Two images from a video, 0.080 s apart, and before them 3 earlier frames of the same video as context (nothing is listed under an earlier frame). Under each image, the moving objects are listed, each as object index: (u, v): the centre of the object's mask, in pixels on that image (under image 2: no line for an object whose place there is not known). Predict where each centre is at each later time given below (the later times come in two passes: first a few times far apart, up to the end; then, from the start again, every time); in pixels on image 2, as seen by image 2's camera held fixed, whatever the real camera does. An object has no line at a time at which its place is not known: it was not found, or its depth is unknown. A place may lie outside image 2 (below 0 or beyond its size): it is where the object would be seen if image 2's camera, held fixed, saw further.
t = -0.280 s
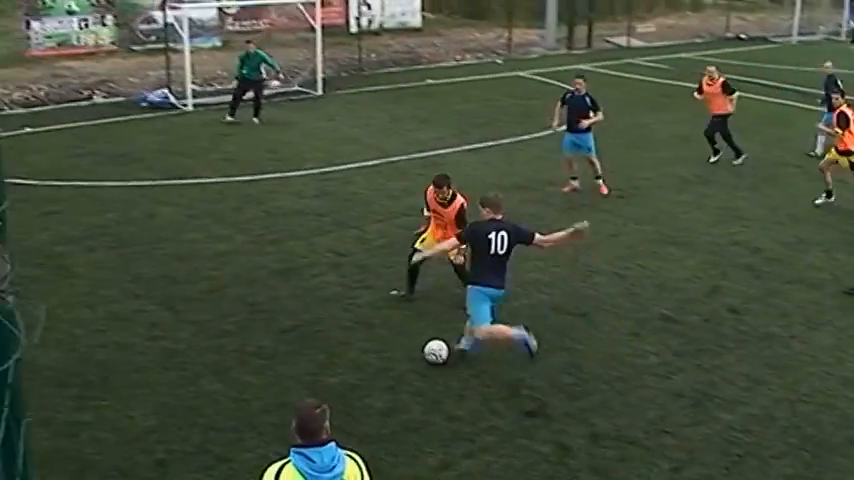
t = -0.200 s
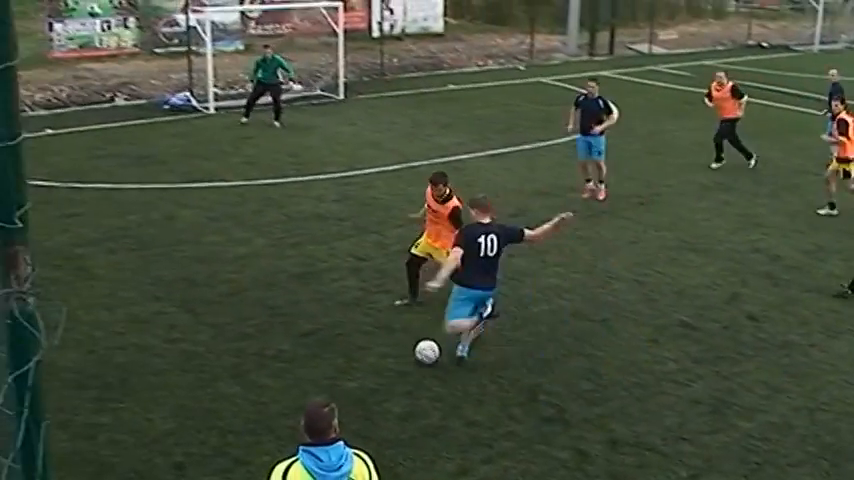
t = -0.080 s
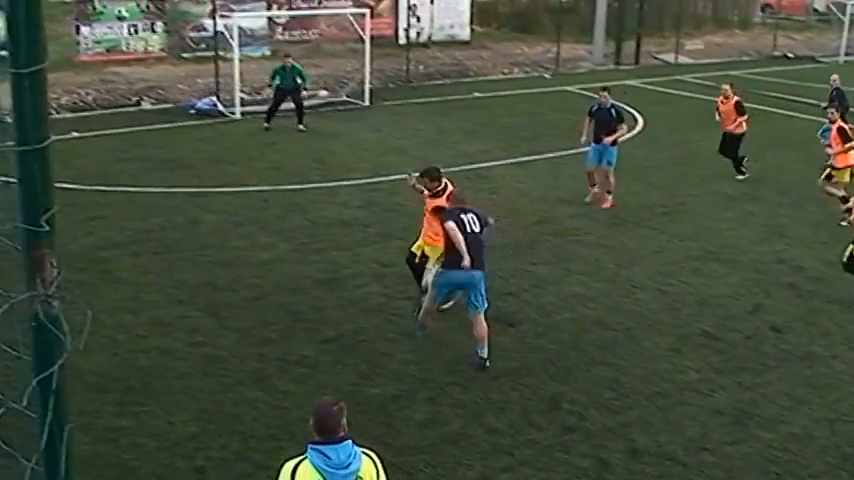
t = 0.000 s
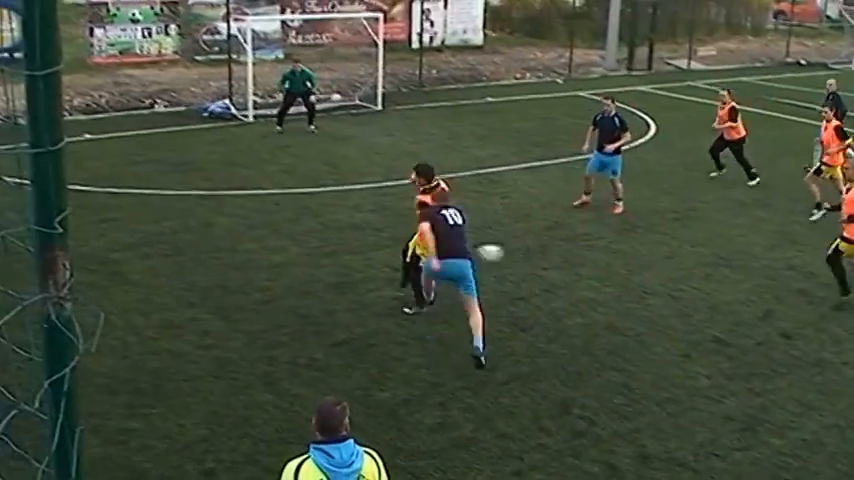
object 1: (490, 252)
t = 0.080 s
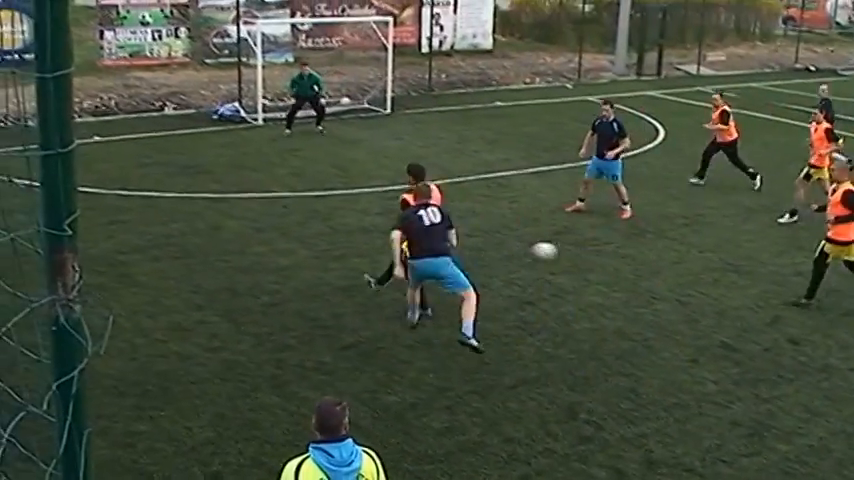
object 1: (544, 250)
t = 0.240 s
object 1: (620, 250)
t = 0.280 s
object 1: (632, 240)
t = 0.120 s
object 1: (565, 249)
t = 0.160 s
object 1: (585, 248)
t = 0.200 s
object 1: (603, 249)
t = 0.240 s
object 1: (620, 250)
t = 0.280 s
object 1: (632, 240)
